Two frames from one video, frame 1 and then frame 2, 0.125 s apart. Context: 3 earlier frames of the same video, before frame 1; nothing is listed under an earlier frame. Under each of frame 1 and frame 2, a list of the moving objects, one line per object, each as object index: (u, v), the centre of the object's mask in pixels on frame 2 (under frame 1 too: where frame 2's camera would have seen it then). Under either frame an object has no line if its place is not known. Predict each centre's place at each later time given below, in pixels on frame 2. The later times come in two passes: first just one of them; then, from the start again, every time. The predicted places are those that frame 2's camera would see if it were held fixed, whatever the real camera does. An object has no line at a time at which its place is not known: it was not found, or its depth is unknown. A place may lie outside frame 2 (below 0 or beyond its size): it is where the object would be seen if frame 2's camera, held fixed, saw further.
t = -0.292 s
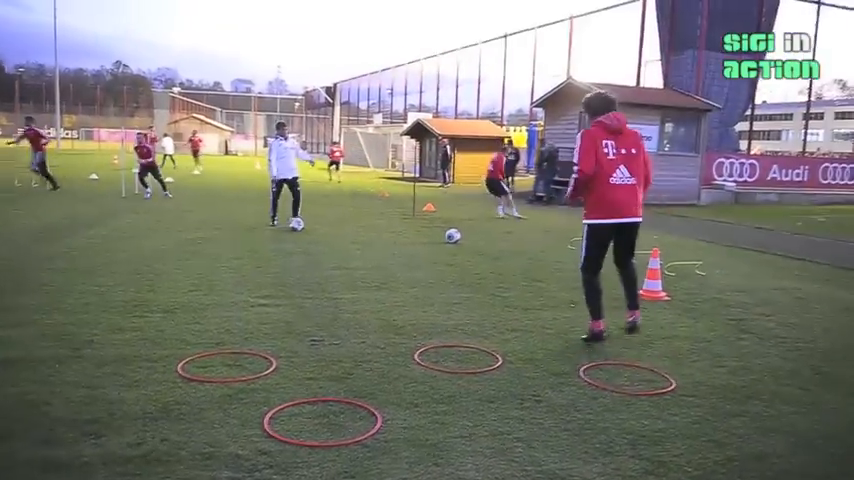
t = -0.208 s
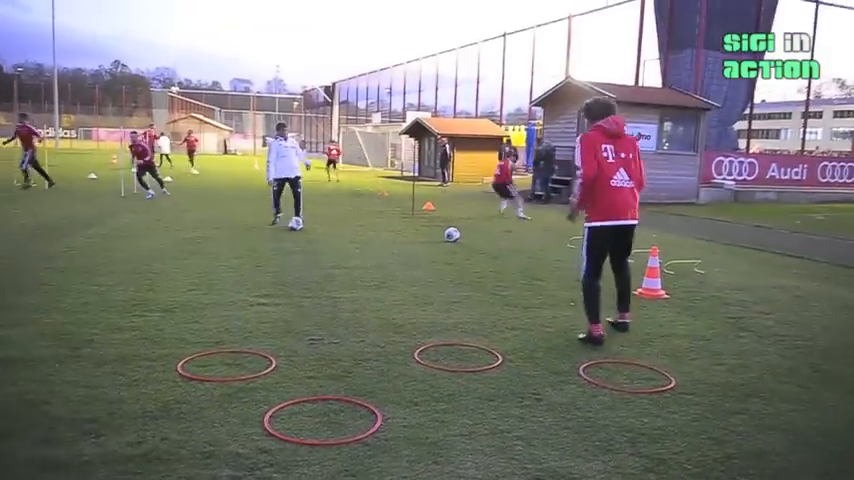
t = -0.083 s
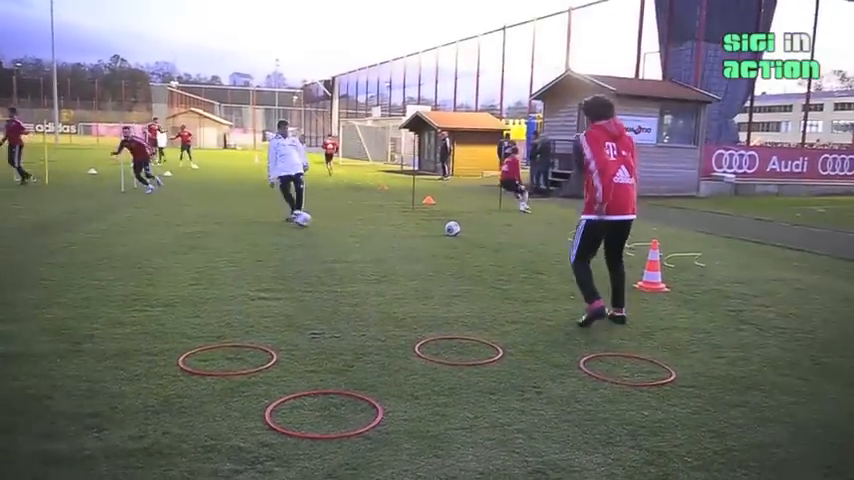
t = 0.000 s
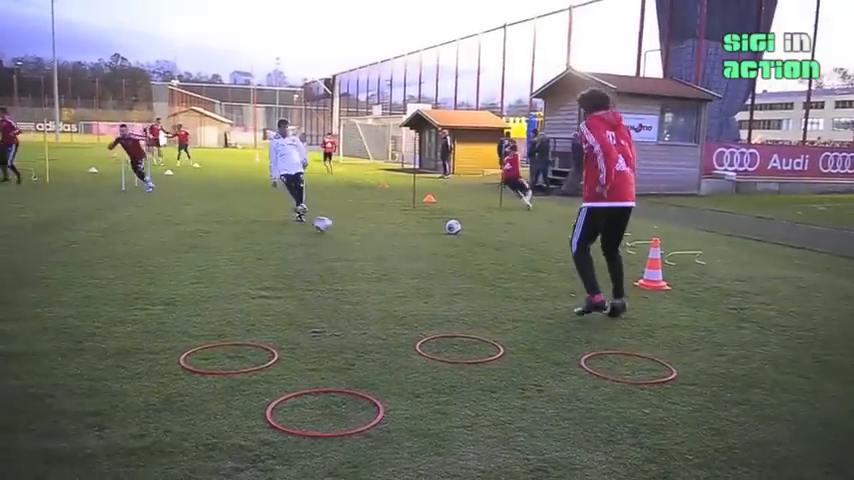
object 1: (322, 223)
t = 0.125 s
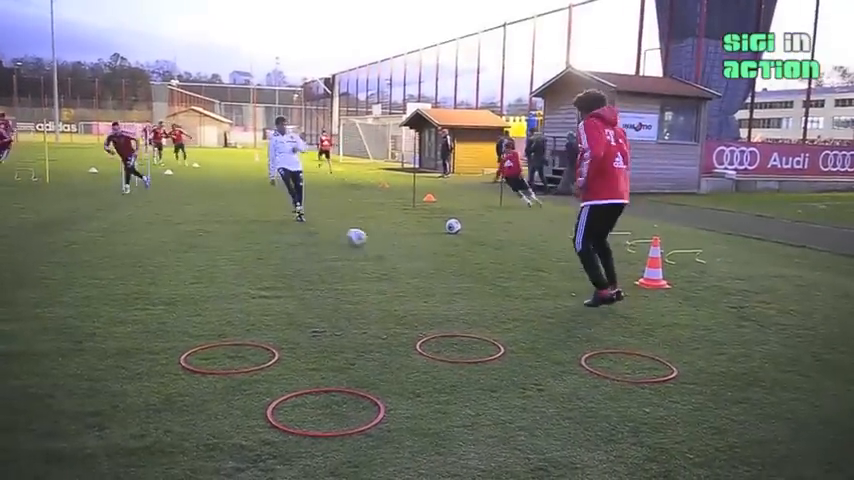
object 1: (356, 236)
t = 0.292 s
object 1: (410, 253)
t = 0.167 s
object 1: (368, 242)
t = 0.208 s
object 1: (381, 247)
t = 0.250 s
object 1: (395, 252)
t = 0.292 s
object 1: (410, 253)
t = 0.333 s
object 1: (425, 257)
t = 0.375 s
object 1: (442, 262)
